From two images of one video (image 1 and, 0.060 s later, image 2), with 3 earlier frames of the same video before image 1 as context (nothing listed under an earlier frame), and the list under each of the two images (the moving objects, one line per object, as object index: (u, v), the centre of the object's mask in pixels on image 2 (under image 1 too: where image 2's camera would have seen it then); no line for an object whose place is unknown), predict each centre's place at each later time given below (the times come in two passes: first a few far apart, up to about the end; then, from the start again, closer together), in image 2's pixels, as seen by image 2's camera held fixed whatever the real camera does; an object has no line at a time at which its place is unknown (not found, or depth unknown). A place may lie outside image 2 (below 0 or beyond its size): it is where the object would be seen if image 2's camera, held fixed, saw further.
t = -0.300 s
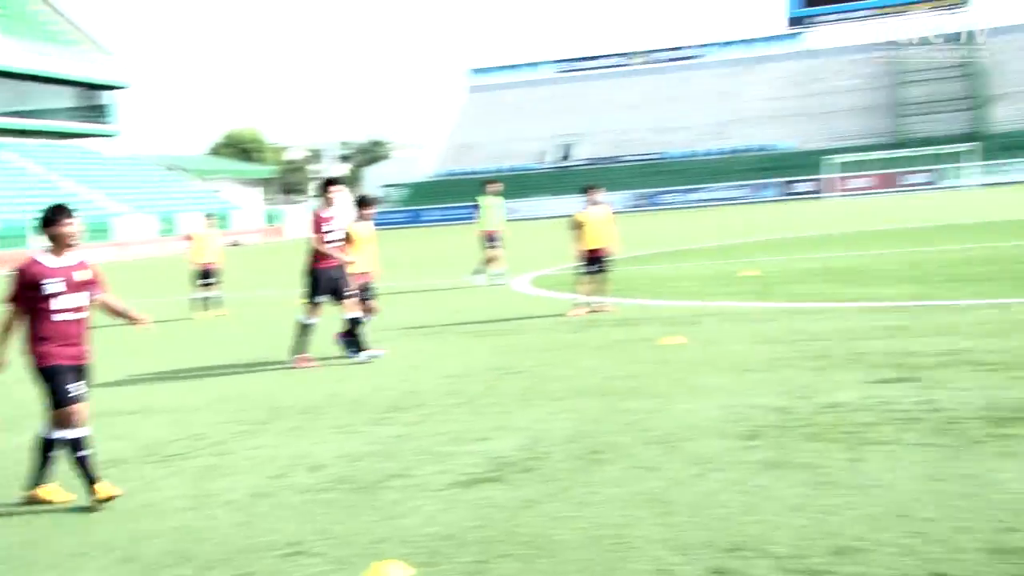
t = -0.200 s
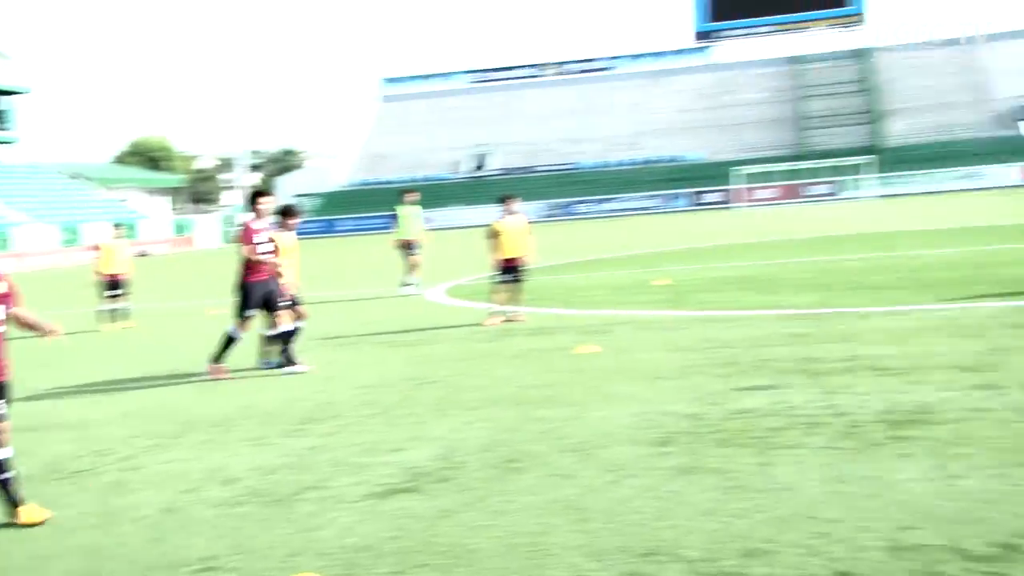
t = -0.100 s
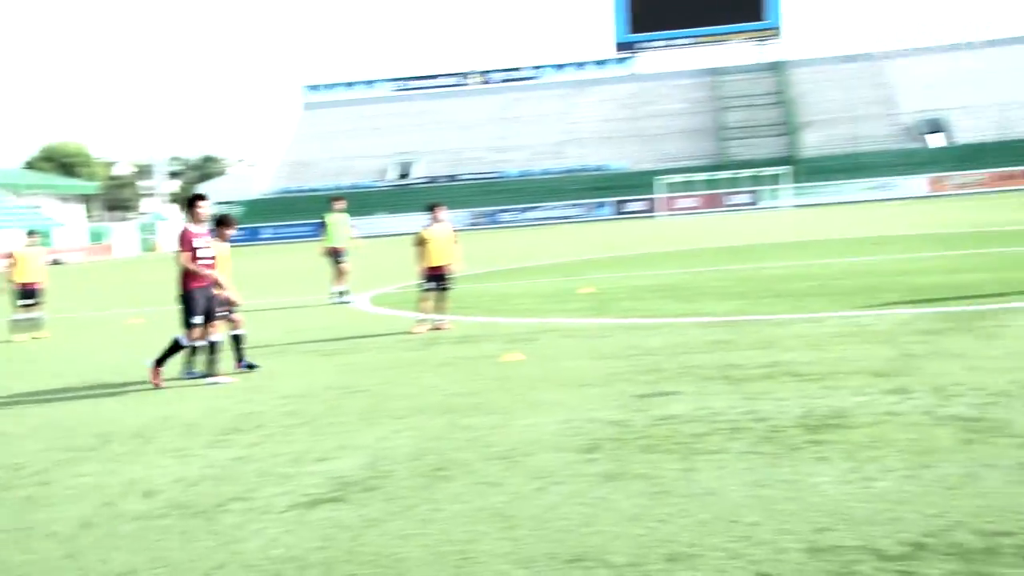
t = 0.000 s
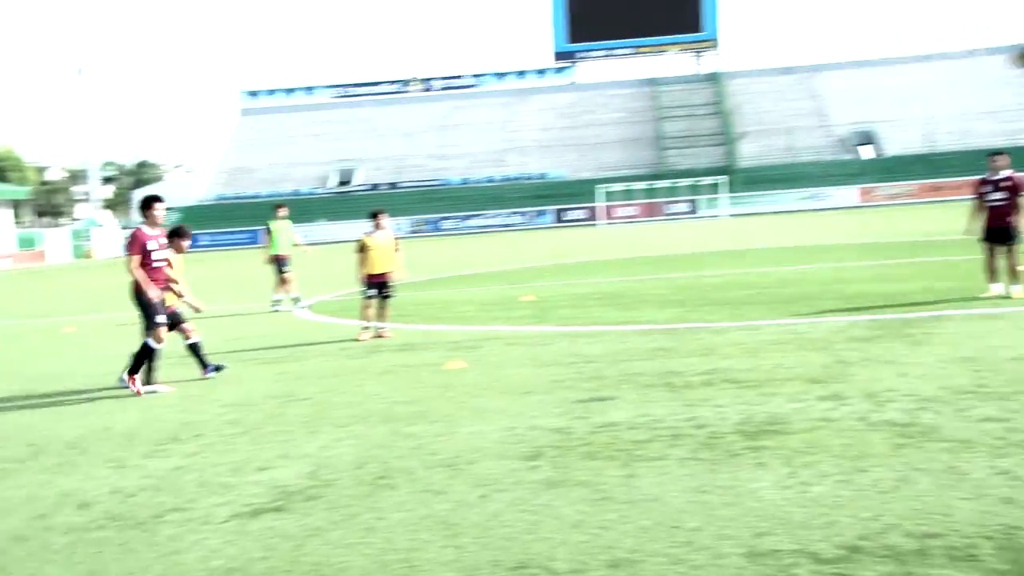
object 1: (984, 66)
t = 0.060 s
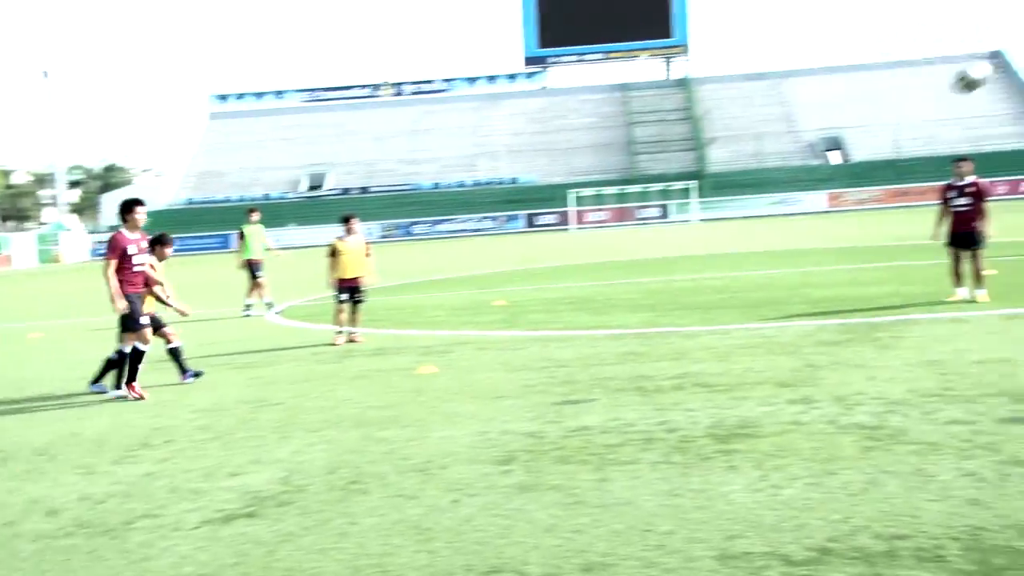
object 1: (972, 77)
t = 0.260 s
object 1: (905, 169)
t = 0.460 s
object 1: (847, 301)
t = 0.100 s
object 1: (957, 93)
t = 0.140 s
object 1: (941, 113)
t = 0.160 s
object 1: (935, 121)
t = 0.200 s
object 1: (922, 138)
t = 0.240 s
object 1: (912, 158)
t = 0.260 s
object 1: (905, 169)
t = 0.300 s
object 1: (893, 191)
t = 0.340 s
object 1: (879, 220)
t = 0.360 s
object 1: (874, 231)
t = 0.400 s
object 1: (863, 259)
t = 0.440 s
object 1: (852, 287)
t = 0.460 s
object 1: (847, 301)
